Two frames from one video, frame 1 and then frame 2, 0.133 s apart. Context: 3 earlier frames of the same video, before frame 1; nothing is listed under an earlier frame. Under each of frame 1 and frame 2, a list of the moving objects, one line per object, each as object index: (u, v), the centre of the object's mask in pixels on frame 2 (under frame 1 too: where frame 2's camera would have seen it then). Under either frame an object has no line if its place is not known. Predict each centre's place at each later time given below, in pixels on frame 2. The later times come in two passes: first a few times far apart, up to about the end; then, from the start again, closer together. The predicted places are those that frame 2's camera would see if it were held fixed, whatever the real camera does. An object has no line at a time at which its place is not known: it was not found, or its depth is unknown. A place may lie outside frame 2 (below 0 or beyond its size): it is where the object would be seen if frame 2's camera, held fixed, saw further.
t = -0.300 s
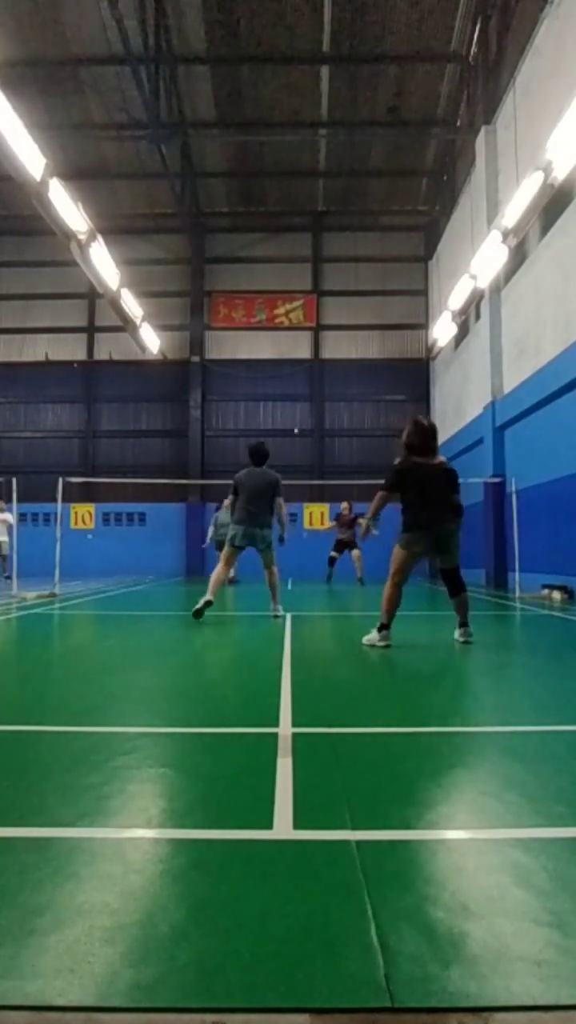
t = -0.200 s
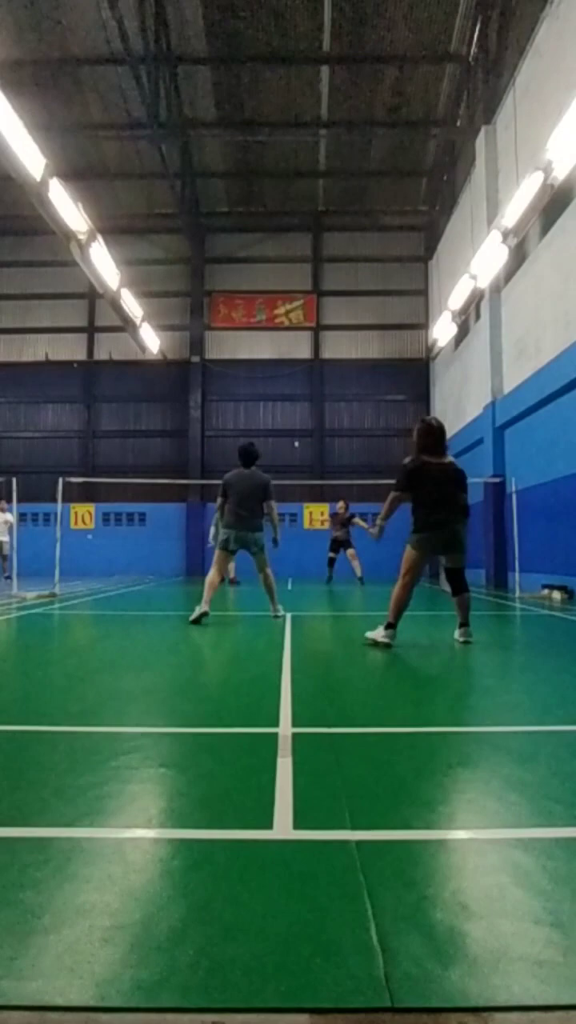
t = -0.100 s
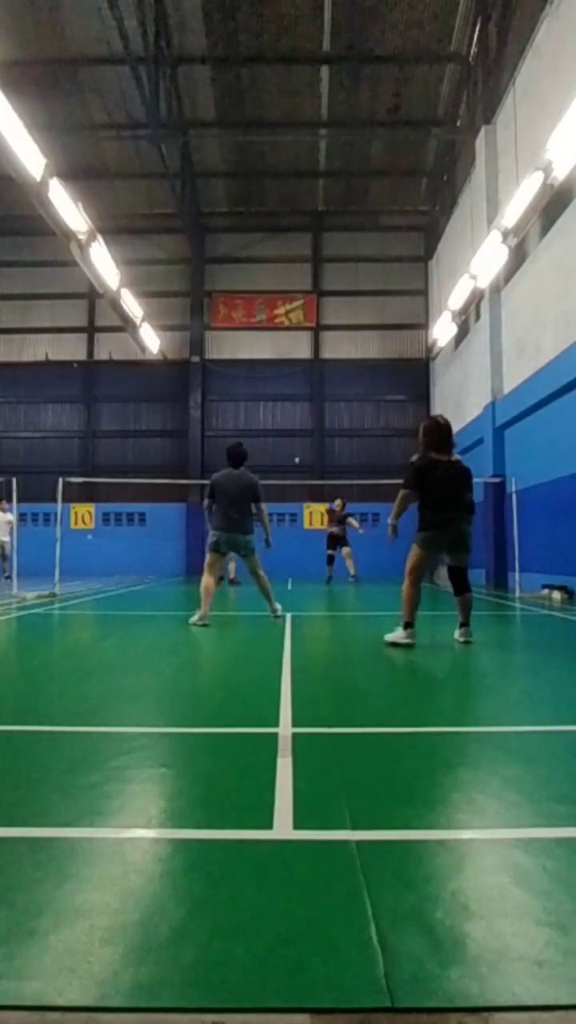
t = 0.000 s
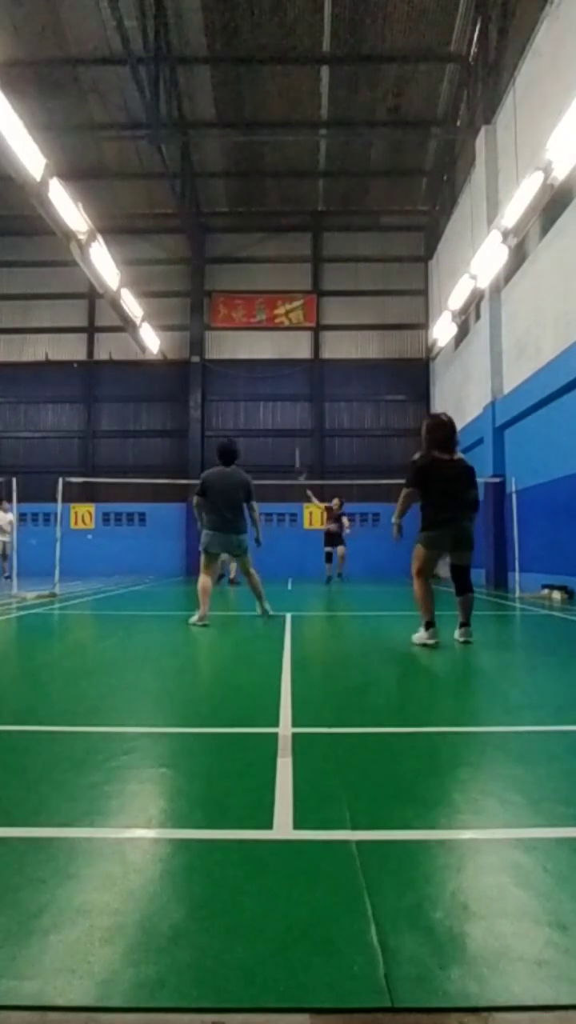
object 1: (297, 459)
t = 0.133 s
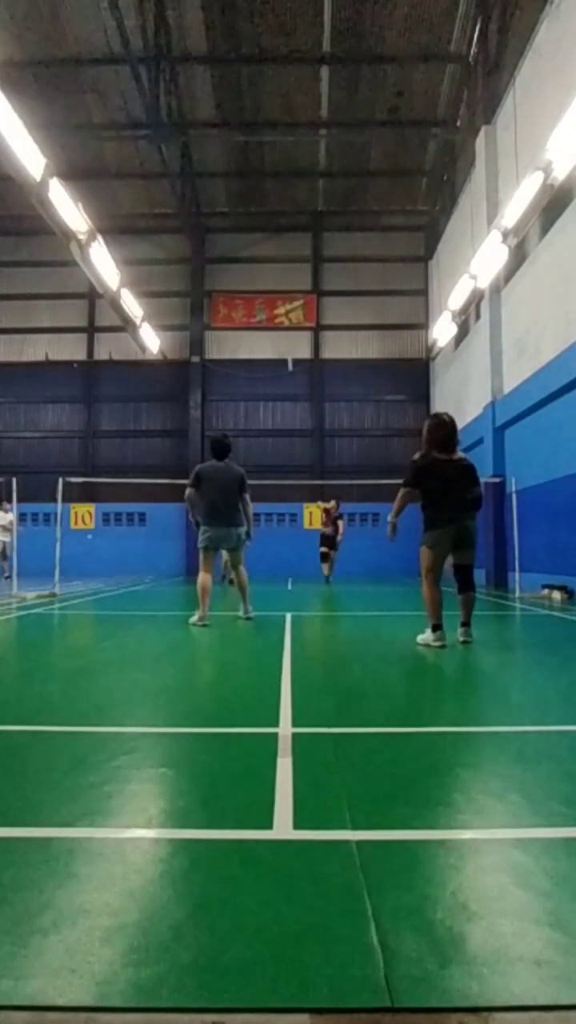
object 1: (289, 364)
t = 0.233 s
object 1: (283, 308)
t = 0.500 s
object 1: (273, 210)
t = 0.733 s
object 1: (260, 166)
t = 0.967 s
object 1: (243, 163)
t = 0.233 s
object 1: (283, 308)
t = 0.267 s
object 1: (283, 294)
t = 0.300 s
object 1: (281, 279)
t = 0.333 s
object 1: (280, 266)
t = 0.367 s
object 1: (278, 253)
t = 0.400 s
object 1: (277, 241)
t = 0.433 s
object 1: (275, 230)
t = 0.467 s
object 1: (274, 219)
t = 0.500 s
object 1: (273, 210)
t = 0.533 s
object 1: (271, 201)
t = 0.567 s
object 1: (269, 193)
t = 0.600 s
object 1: (267, 186)
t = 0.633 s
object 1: (266, 180)
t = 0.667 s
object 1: (264, 174)
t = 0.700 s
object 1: (262, 170)
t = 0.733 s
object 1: (260, 166)
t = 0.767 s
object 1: (257, 163)
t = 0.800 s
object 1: (256, 161)
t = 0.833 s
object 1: (254, 160)
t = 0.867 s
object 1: (251, 159)
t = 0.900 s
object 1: (249, 160)
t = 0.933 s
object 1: (246, 161)
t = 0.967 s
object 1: (243, 163)
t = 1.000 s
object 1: (241, 166)
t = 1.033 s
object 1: (238, 171)
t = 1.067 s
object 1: (236, 176)
